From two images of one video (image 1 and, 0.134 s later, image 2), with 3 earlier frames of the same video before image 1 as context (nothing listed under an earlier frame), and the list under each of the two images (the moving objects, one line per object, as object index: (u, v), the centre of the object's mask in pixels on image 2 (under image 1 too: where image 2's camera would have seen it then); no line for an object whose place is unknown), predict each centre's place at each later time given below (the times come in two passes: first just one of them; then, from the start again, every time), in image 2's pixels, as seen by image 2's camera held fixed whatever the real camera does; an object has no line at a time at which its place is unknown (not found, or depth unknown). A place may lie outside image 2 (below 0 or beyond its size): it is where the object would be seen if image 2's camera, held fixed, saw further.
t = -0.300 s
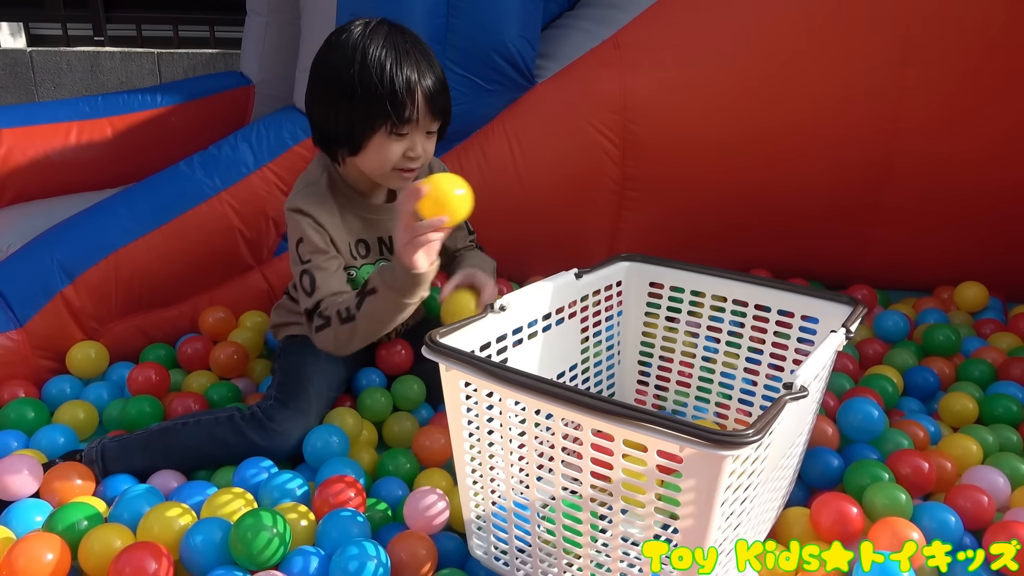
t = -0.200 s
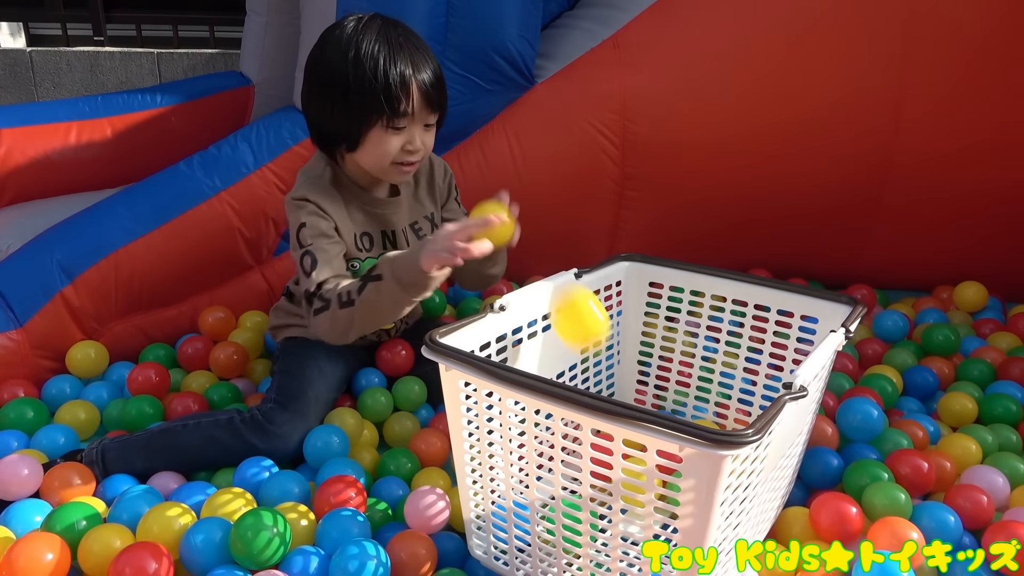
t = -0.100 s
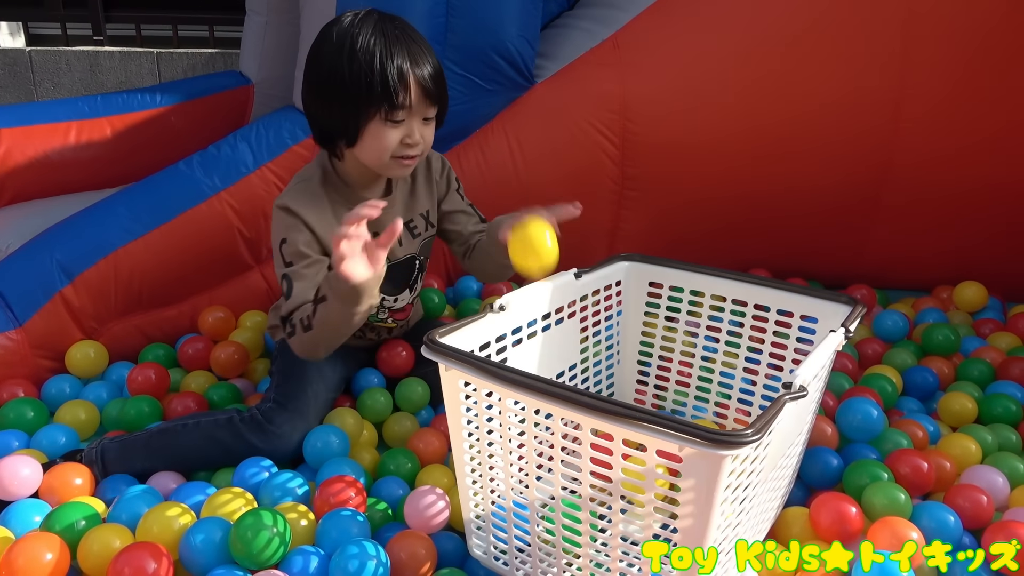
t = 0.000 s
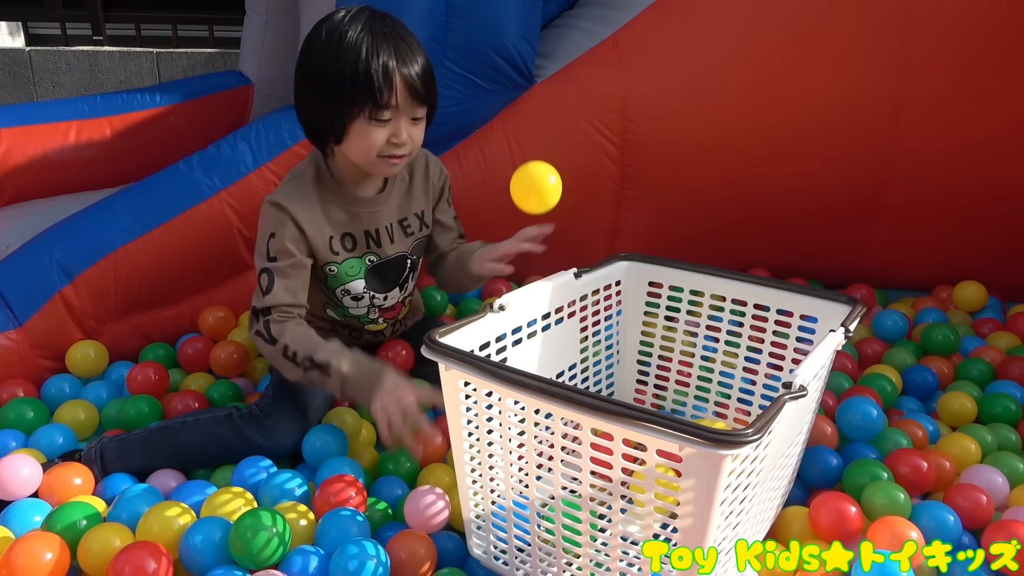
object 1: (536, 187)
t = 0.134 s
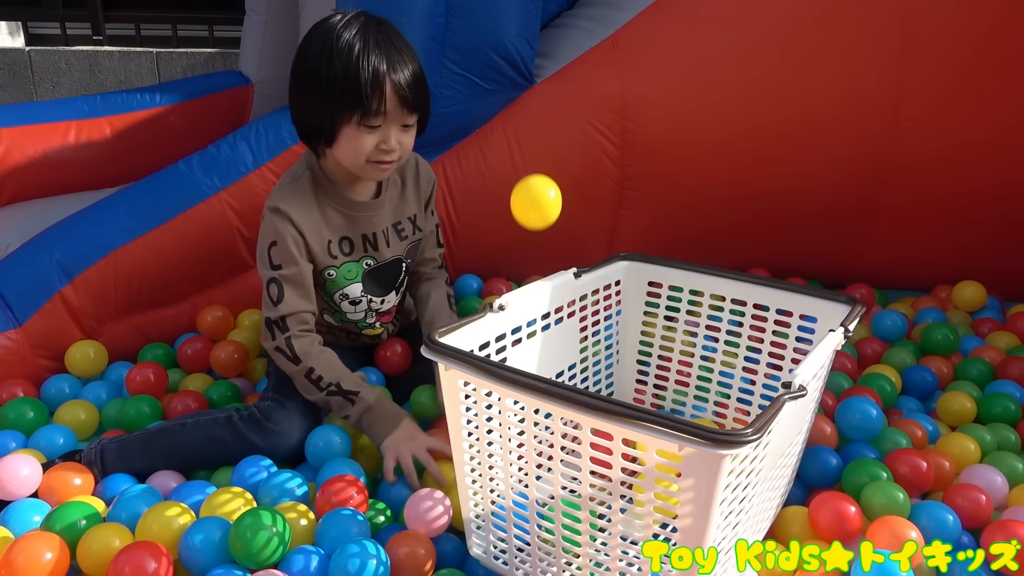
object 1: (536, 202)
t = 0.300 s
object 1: (505, 224)
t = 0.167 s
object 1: (535, 228)
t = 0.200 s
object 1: (533, 252)
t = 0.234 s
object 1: (524, 235)
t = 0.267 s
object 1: (514, 225)
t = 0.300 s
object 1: (505, 224)
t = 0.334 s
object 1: (496, 231)
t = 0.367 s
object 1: (487, 246)
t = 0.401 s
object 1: (479, 268)
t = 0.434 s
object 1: (471, 293)
